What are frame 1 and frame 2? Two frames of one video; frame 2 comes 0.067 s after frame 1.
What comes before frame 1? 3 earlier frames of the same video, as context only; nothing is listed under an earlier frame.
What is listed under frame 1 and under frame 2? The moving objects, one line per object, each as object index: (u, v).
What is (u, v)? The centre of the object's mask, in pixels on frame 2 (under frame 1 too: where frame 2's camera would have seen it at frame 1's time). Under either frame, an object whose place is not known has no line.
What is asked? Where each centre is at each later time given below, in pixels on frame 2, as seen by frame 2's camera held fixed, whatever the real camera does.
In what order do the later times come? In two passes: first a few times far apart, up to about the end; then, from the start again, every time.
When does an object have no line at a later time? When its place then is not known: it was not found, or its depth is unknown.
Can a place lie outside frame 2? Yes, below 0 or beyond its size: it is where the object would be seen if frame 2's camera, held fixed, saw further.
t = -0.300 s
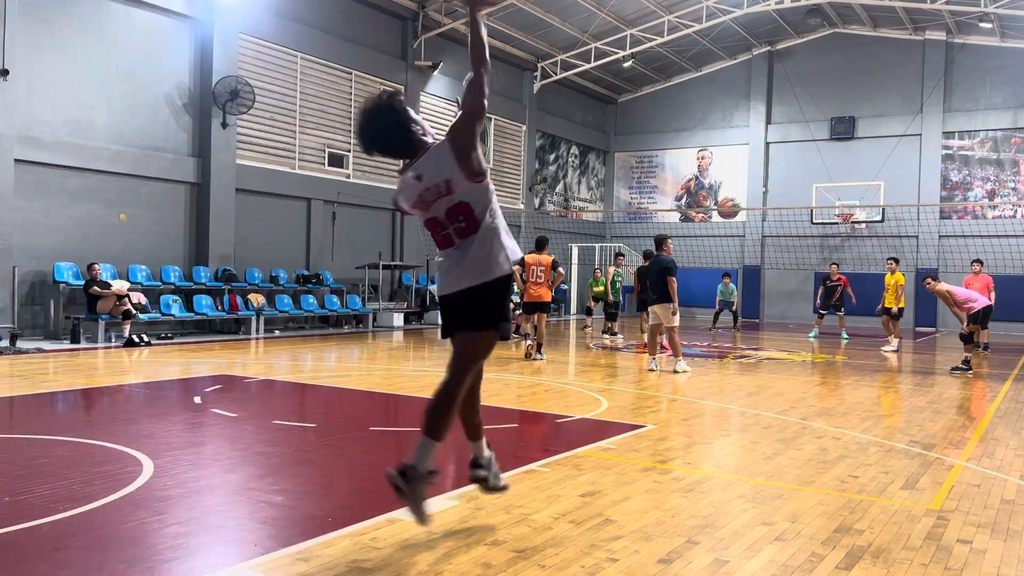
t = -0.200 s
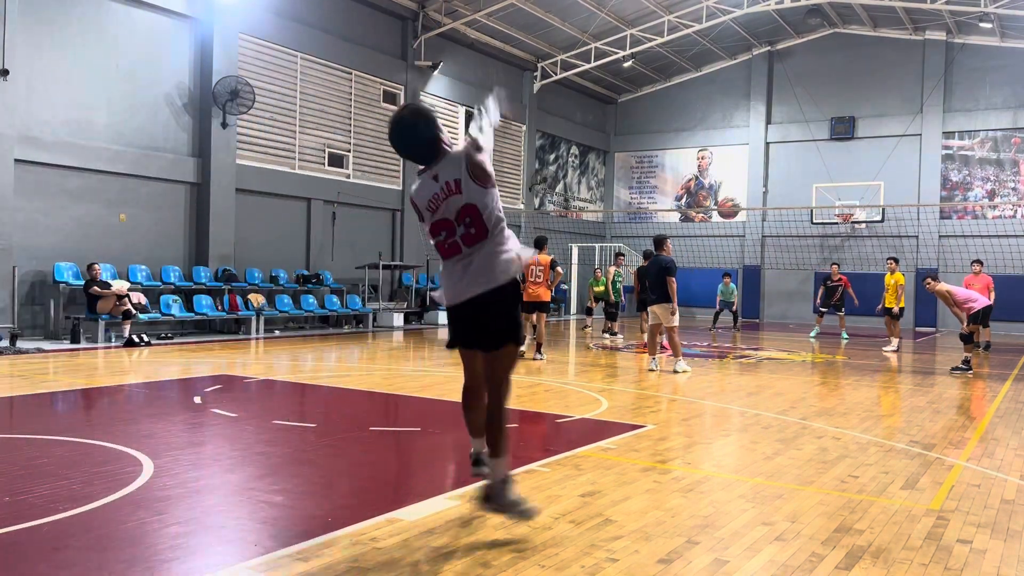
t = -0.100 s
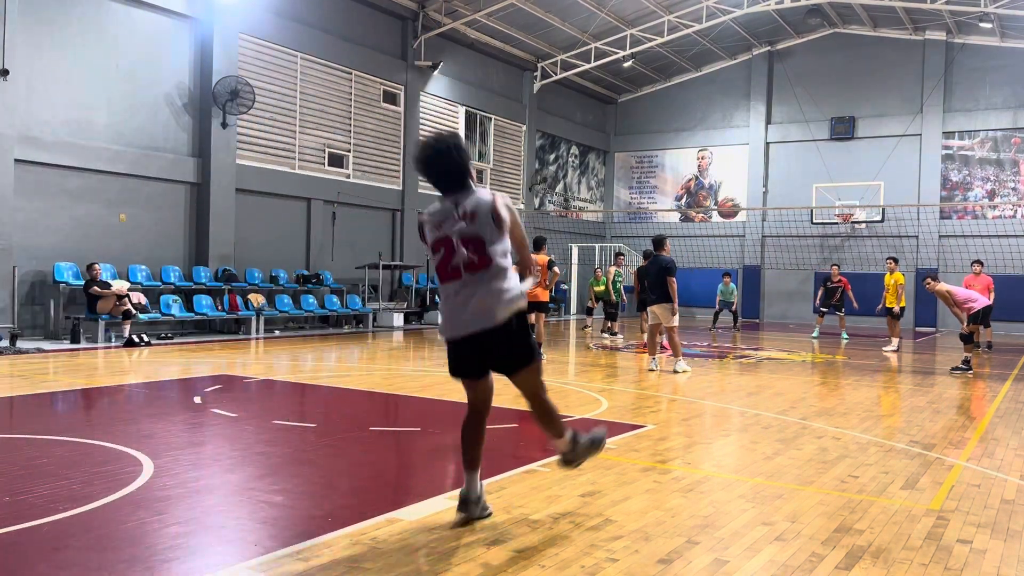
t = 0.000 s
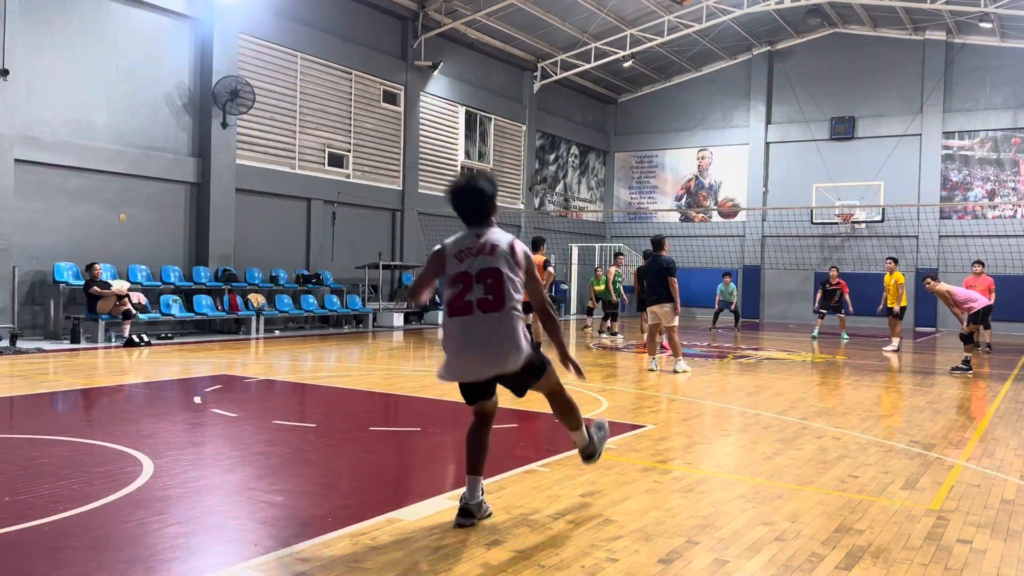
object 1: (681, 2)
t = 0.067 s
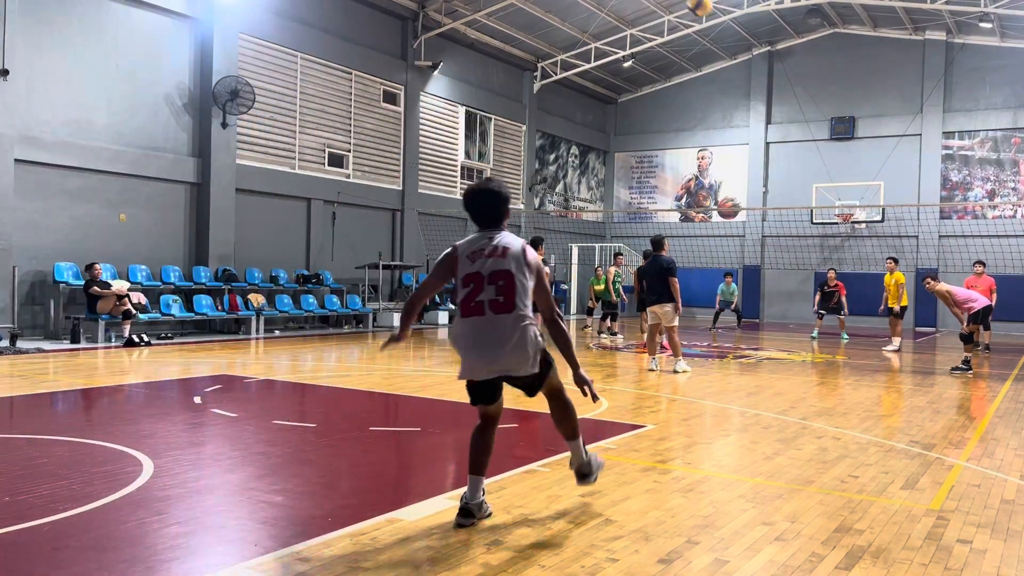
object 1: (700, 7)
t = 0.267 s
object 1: (736, 49)
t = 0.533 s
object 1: (767, 121)
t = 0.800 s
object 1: (786, 205)
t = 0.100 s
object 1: (708, 11)
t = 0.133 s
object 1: (714, 18)
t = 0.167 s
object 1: (721, 25)
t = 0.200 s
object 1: (727, 33)
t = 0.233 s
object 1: (731, 42)
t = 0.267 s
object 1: (736, 49)
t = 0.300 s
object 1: (740, 58)
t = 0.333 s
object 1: (745, 67)
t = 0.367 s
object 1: (749, 74)
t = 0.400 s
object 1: (753, 83)
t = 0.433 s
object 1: (757, 93)
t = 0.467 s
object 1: (761, 102)
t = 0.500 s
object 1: (765, 112)
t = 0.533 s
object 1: (767, 121)
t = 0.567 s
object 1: (770, 132)
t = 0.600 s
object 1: (774, 143)
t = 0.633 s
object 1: (776, 153)
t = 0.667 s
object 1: (778, 163)
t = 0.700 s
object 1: (780, 175)
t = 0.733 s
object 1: (782, 185)
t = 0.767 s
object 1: (784, 196)
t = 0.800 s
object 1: (786, 205)
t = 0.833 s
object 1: (787, 217)
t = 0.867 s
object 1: (789, 228)
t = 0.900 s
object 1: (791, 239)
